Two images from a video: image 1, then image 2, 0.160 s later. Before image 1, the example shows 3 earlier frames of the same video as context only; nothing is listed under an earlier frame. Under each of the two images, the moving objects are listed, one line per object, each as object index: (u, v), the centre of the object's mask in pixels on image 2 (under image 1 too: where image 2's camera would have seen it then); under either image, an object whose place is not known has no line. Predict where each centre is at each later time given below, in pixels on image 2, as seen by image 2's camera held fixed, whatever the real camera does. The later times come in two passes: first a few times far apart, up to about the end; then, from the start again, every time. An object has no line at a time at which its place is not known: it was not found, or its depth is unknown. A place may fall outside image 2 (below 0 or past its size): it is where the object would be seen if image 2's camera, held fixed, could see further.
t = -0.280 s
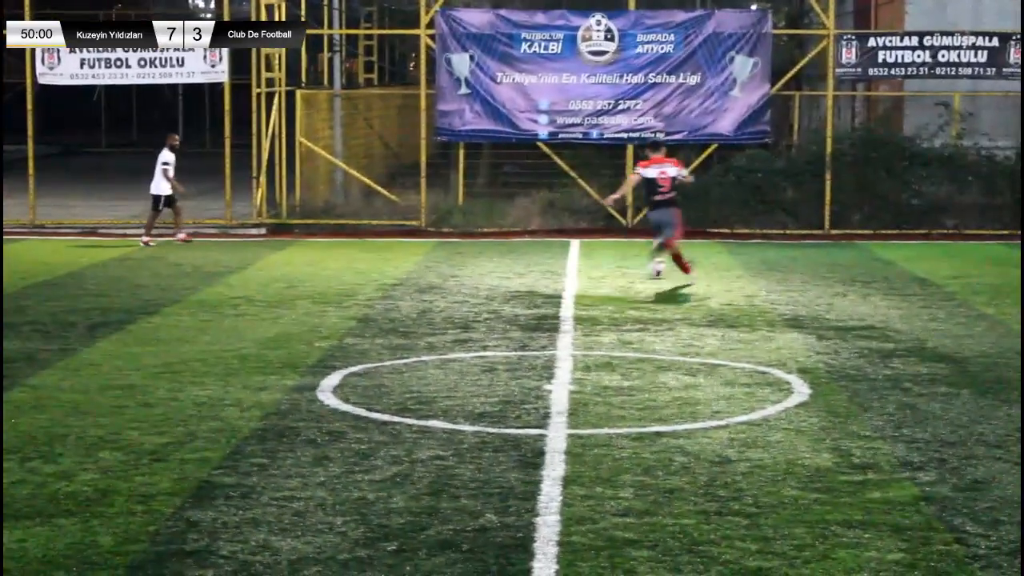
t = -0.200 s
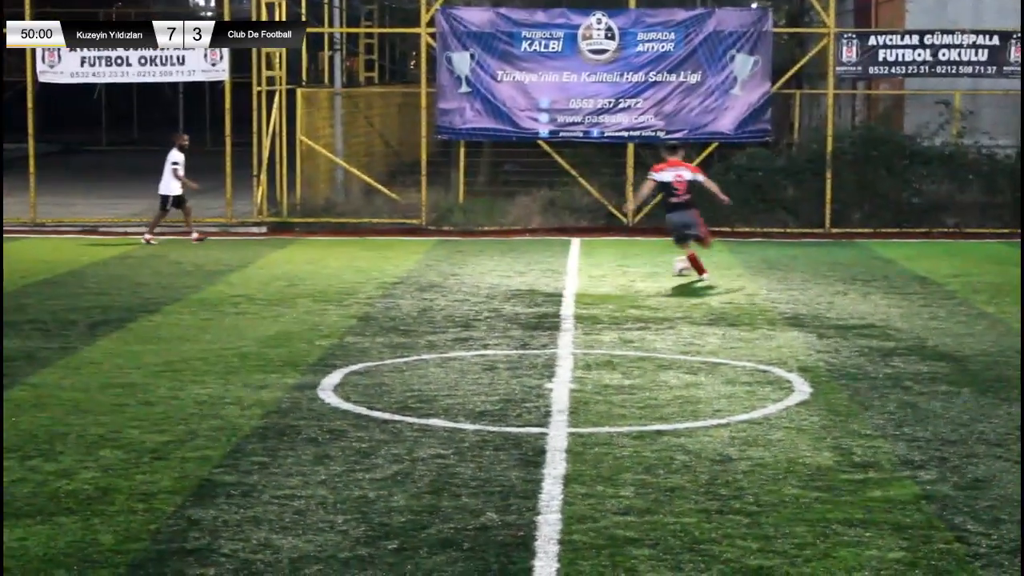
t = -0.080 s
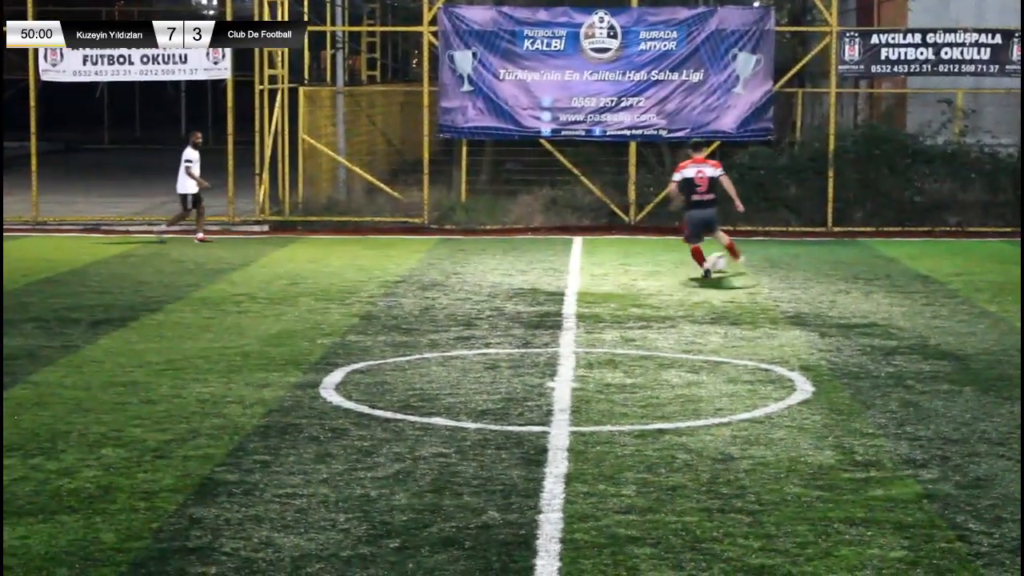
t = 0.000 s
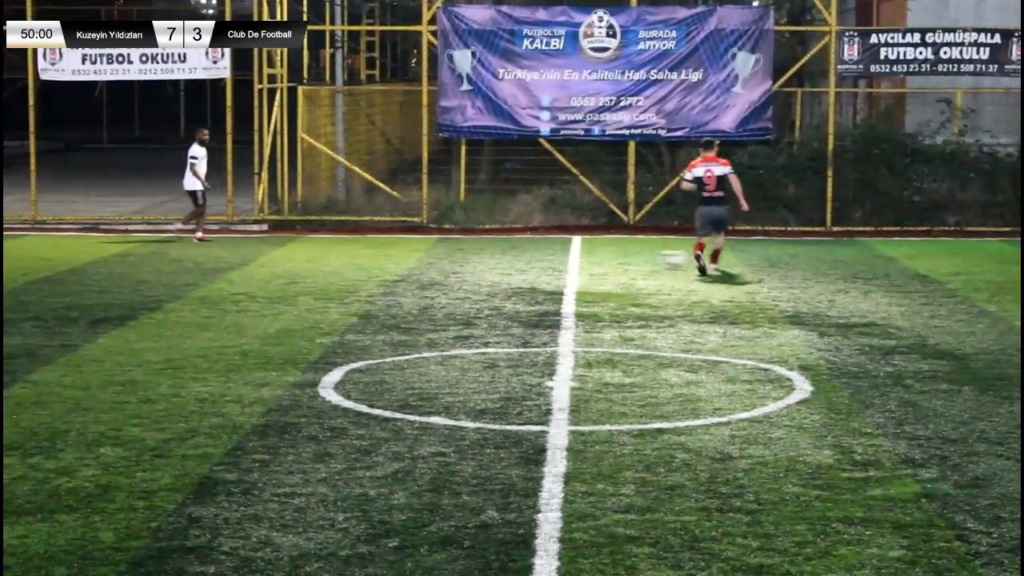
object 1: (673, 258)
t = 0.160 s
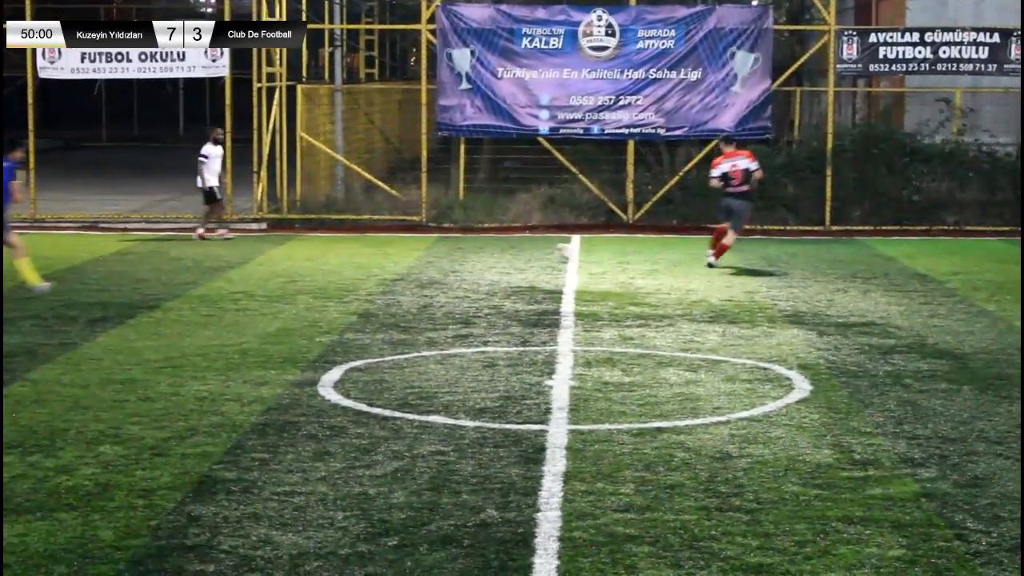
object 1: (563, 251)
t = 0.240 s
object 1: (521, 250)
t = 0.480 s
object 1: (405, 243)
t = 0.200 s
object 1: (546, 249)
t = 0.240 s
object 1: (521, 250)
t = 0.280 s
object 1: (500, 249)
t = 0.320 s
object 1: (480, 246)
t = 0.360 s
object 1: (461, 243)
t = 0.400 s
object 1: (442, 242)
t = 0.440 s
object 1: (424, 242)
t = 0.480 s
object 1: (405, 243)
